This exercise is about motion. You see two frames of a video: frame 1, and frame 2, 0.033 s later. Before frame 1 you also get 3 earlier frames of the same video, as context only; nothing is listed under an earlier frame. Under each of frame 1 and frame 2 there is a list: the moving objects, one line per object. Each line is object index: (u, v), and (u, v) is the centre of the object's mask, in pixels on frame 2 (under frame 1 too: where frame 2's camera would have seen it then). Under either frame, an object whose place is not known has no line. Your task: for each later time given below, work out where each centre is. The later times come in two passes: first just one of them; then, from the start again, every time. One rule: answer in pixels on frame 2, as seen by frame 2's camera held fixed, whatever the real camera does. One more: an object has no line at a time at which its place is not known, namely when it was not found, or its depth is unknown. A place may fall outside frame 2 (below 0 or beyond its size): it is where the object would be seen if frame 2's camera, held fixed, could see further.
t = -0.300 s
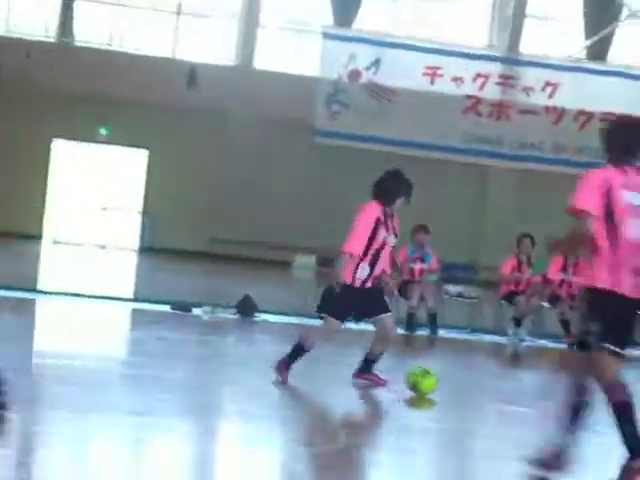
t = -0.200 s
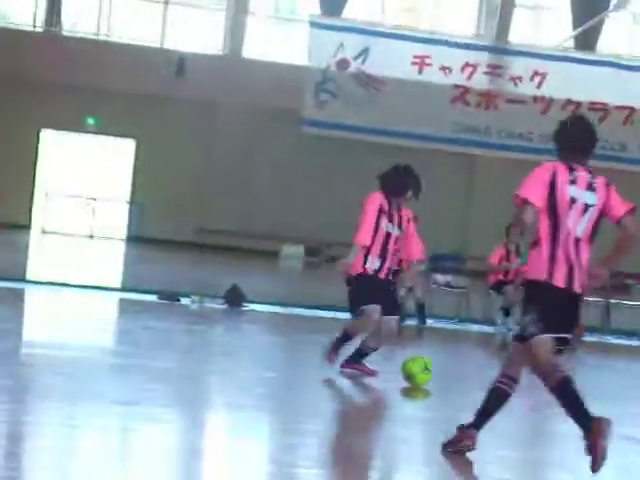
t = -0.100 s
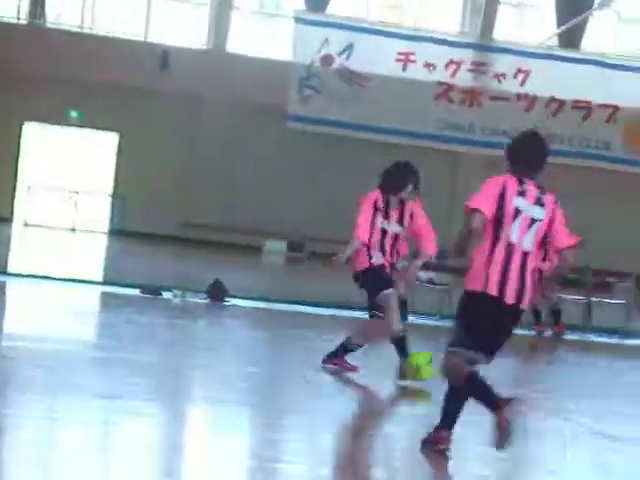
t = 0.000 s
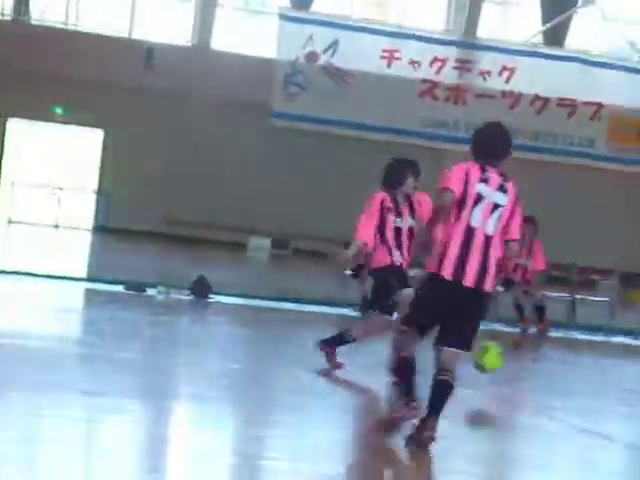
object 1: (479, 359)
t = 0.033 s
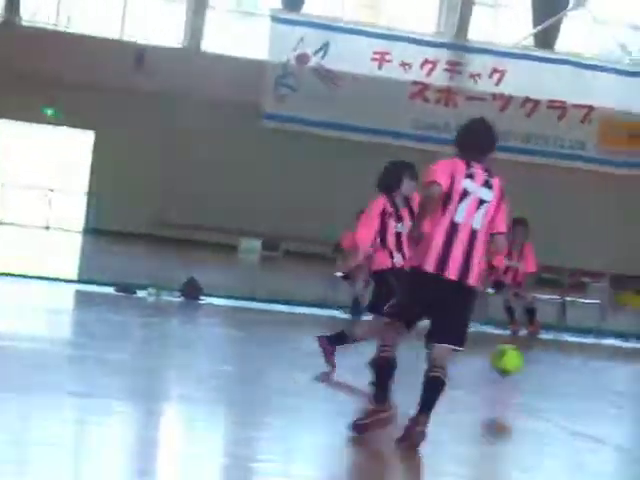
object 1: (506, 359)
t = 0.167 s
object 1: (625, 383)
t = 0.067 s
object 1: (536, 363)
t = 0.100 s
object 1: (565, 367)
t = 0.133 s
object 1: (595, 374)
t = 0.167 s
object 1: (625, 383)
